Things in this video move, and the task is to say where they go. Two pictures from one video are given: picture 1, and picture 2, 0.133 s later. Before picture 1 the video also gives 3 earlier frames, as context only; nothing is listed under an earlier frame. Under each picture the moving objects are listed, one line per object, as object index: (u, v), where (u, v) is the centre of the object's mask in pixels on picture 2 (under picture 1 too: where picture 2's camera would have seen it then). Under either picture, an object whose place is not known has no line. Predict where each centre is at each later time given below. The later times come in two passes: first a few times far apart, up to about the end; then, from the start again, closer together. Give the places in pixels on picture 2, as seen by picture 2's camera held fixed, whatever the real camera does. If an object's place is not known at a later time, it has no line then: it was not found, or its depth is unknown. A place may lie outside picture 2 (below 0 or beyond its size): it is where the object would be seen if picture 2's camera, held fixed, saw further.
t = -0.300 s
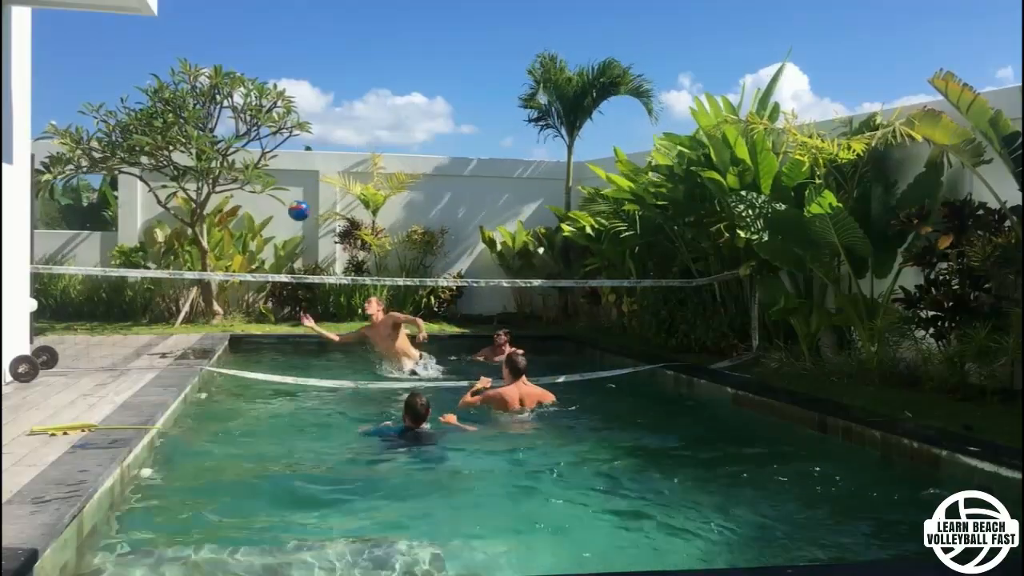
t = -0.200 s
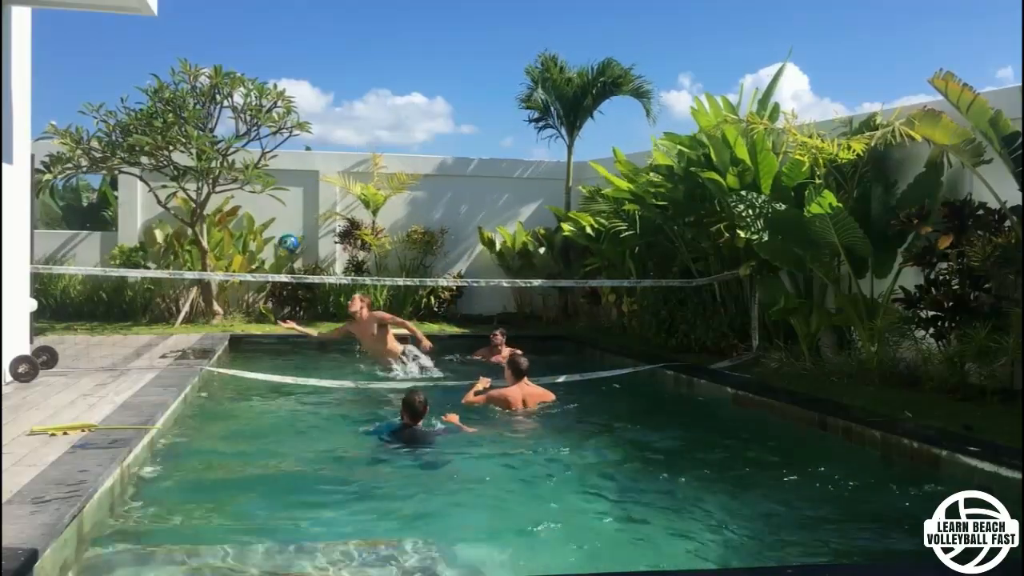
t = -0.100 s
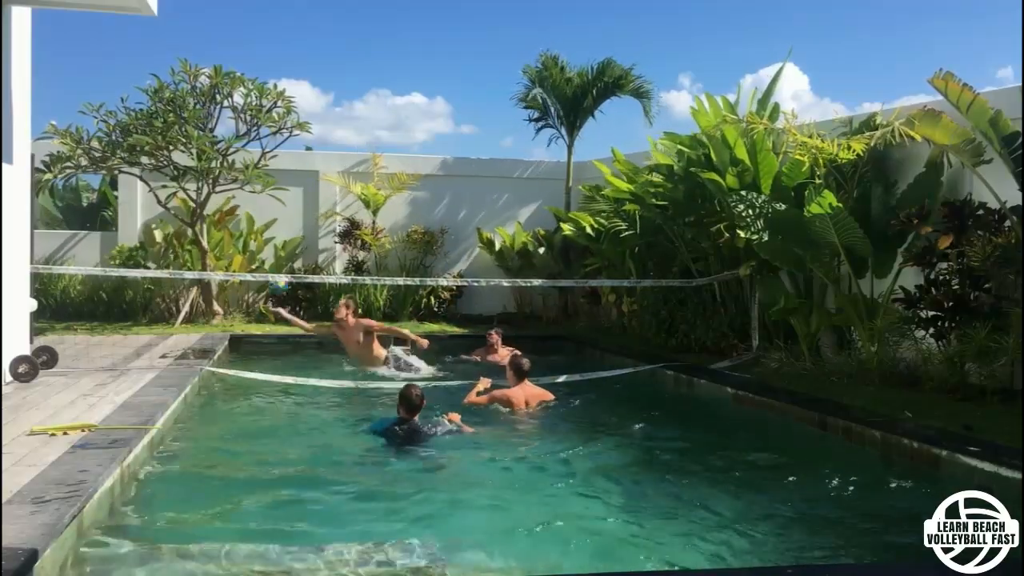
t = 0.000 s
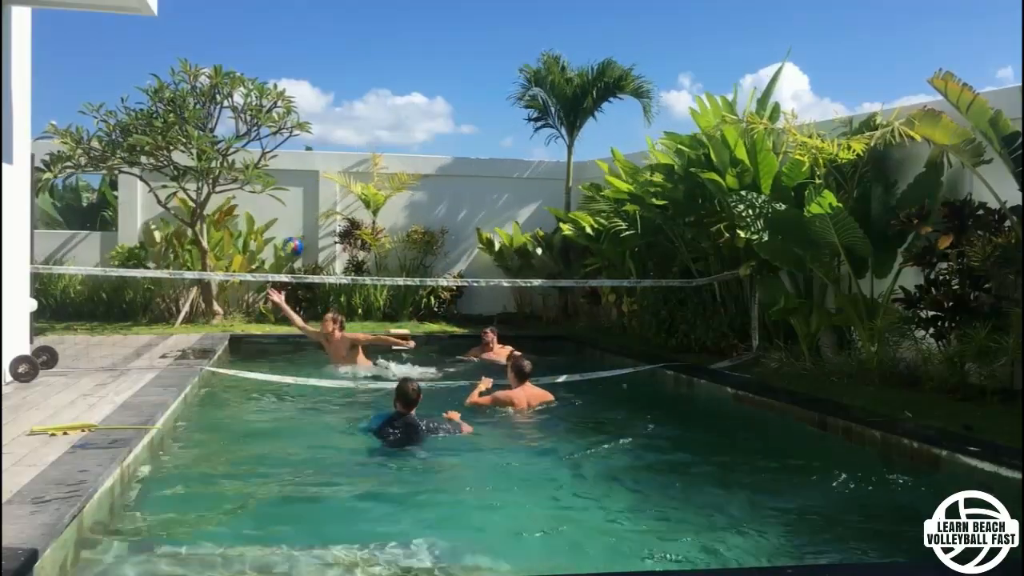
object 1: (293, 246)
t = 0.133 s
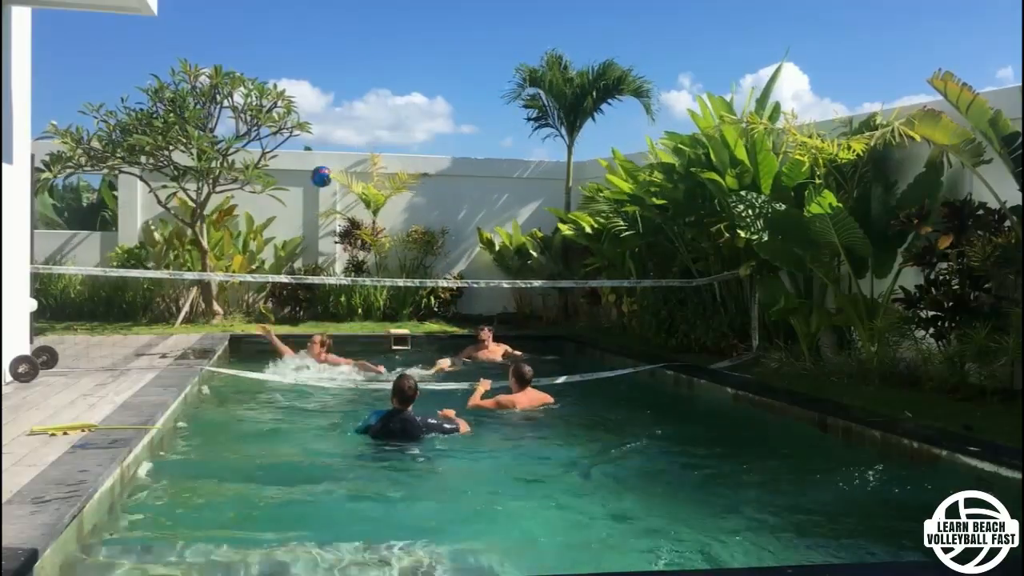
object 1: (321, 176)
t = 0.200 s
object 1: (336, 147)
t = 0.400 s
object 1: (381, 90)
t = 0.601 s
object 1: (422, 72)
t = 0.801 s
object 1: (462, 93)
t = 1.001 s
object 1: (501, 150)
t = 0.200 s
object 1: (336, 147)
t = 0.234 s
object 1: (344, 135)
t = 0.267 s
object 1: (351, 124)
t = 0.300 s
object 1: (358, 114)
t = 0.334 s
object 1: (366, 104)
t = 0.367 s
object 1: (373, 97)
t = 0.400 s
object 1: (381, 90)
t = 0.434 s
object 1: (388, 84)
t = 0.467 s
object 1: (395, 80)
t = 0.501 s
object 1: (401, 76)
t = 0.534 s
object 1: (408, 74)
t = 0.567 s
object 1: (415, 73)
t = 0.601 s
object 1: (422, 72)
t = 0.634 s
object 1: (428, 73)
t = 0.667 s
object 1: (435, 75)
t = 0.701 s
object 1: (441, 78)
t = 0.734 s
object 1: (448, 82)
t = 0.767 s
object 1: (454, 88)
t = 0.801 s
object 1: (462, 93)
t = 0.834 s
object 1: (469, 101)
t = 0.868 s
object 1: (475, 108)
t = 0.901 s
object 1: (482, 117)
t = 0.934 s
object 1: (488, 128)
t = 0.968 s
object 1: (495, 138)
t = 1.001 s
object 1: (501, 150)
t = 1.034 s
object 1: (506, 163)
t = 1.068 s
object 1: (511, 177)
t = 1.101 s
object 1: (516, 192)
